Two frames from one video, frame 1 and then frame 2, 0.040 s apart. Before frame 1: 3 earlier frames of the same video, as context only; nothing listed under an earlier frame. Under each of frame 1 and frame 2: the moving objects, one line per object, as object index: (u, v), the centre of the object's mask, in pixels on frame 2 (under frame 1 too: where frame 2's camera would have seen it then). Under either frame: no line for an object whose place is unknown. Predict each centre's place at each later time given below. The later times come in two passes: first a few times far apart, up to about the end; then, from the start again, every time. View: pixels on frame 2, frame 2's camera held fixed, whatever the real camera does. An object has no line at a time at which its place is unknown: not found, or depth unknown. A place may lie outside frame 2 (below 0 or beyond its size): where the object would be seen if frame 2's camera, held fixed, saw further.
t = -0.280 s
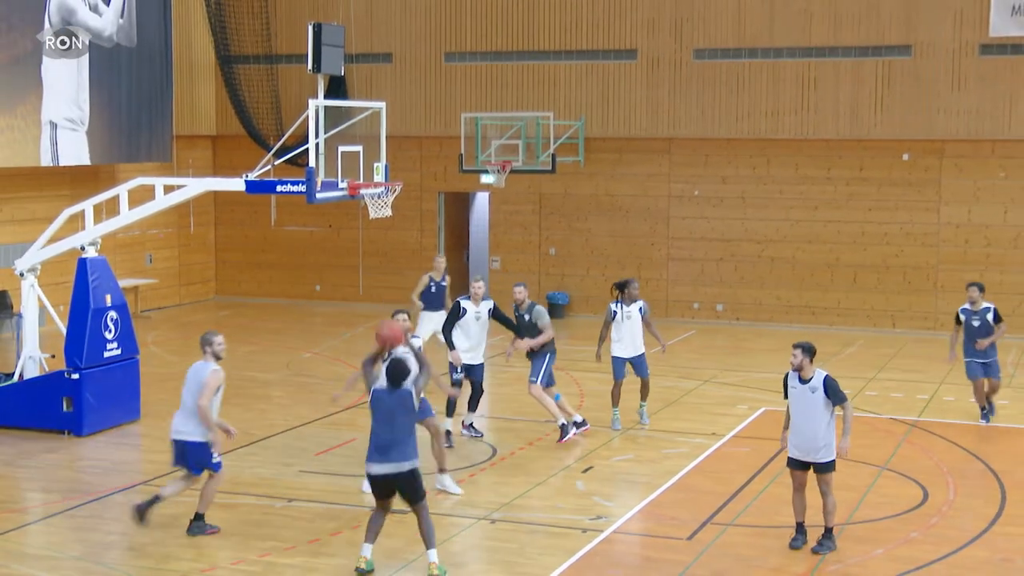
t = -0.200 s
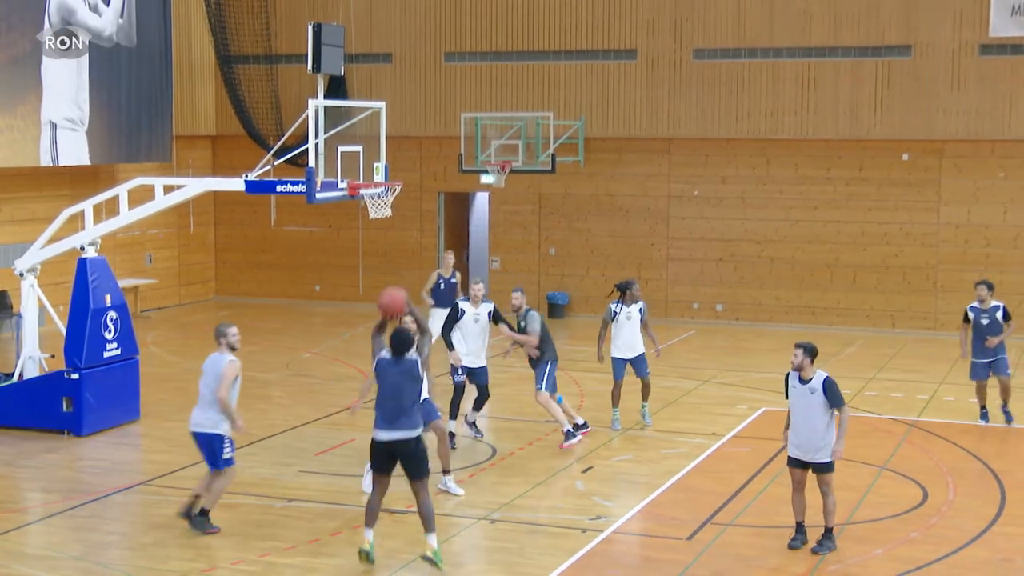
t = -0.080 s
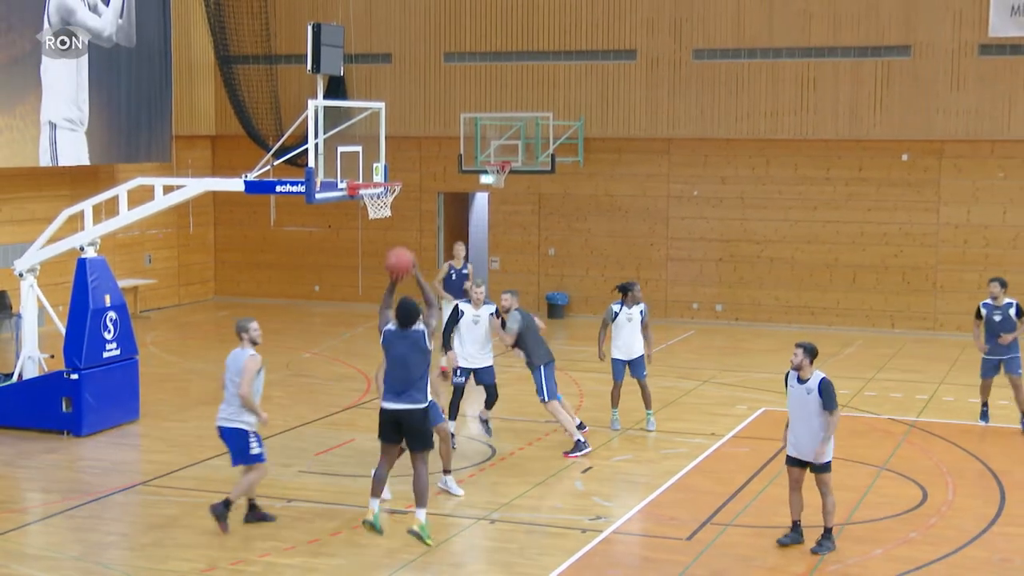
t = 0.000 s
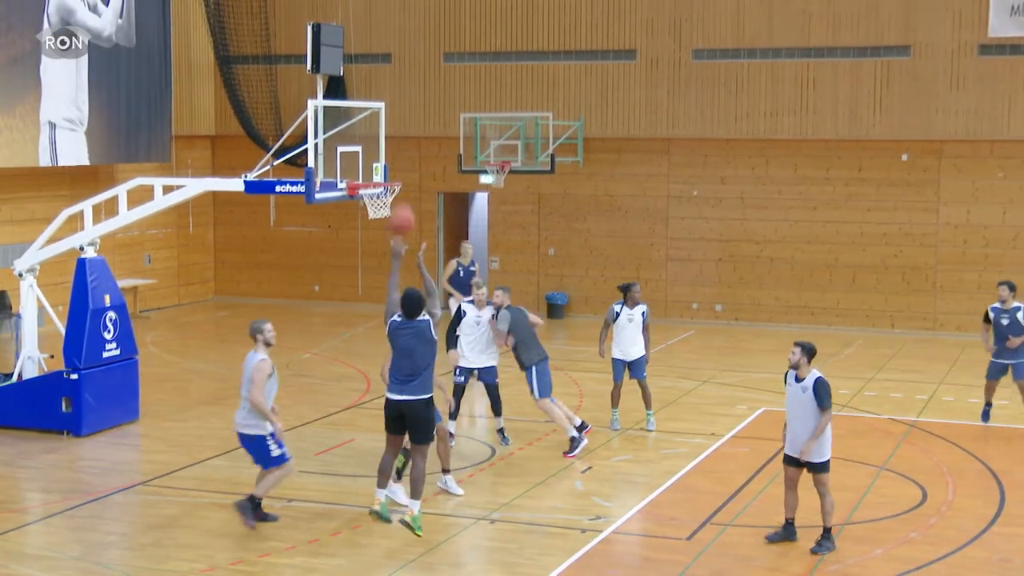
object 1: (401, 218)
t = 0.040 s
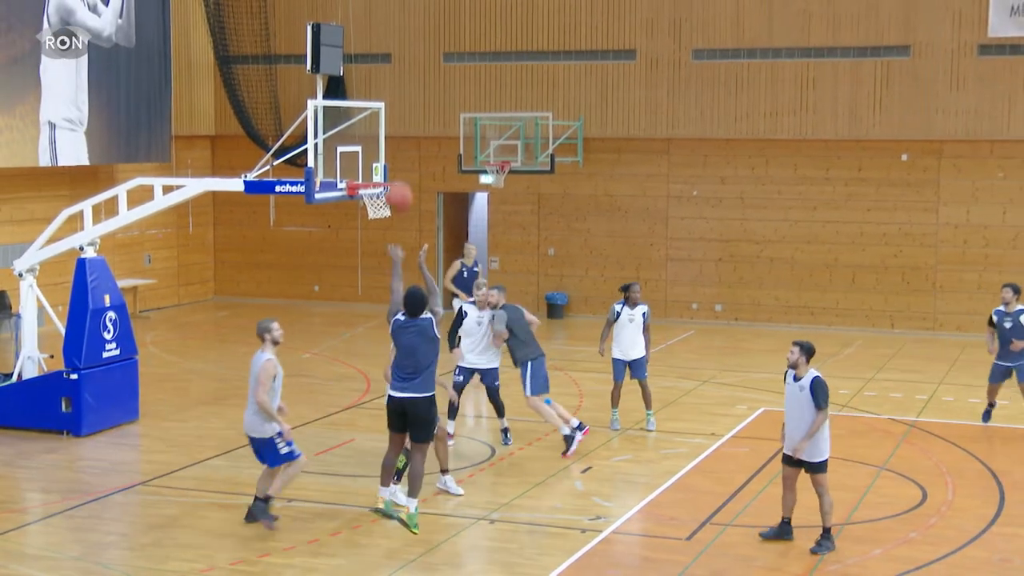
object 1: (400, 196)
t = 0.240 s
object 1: (393, 120)
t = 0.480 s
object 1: (386, 93)
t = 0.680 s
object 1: (382, 114)
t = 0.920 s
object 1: (376, 181)
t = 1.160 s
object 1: (397, 248)
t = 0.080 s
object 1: (398, 176)
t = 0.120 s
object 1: (397, 159)
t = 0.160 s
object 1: (396, 144)
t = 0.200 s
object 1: (394, 132)
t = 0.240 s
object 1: (393, 120)
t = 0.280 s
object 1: (392, 111)
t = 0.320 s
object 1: (391, 104)
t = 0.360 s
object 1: (390, 99)
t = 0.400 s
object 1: (388, 95)
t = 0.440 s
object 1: (387, 93)
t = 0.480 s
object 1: (386, 93)
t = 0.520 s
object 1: (385, 94)
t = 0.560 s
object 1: (384, 97)
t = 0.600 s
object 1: (383, 101)
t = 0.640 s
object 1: (383, 107)
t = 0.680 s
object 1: (382, 114)
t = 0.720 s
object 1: (380, 123)
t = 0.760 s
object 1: (379, 132)
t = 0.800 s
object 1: (378, 143)
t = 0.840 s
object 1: (377, 154)
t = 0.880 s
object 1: (377, 167)
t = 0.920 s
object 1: (376, 181)
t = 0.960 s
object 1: (380, 192)
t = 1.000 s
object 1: (386, 207)
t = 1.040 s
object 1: (388, 218)
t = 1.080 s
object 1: (390, 226)
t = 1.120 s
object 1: (394, 236)
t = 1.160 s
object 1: (397, 248)
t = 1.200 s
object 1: (401, 261)
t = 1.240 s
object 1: (404, 276)
